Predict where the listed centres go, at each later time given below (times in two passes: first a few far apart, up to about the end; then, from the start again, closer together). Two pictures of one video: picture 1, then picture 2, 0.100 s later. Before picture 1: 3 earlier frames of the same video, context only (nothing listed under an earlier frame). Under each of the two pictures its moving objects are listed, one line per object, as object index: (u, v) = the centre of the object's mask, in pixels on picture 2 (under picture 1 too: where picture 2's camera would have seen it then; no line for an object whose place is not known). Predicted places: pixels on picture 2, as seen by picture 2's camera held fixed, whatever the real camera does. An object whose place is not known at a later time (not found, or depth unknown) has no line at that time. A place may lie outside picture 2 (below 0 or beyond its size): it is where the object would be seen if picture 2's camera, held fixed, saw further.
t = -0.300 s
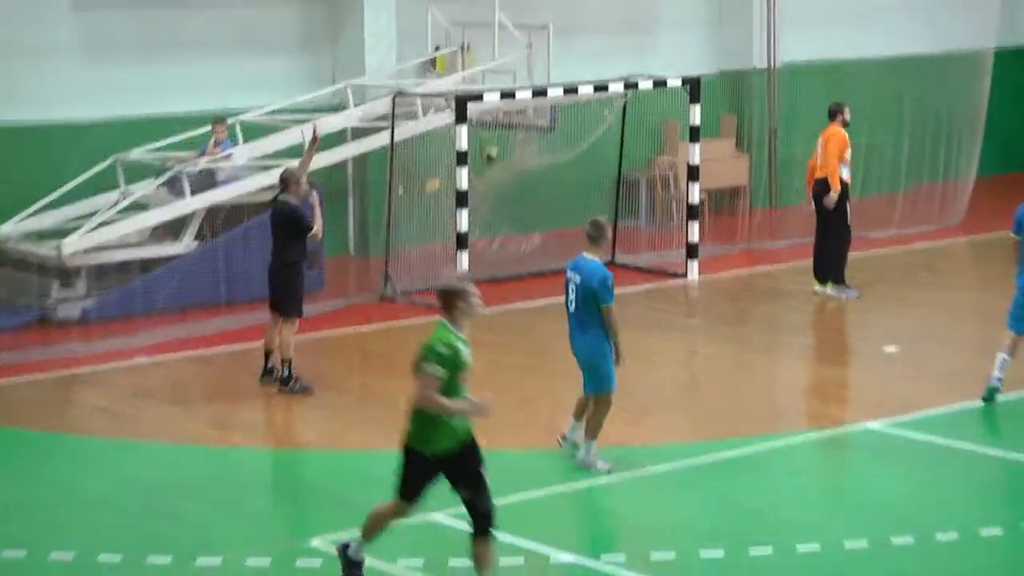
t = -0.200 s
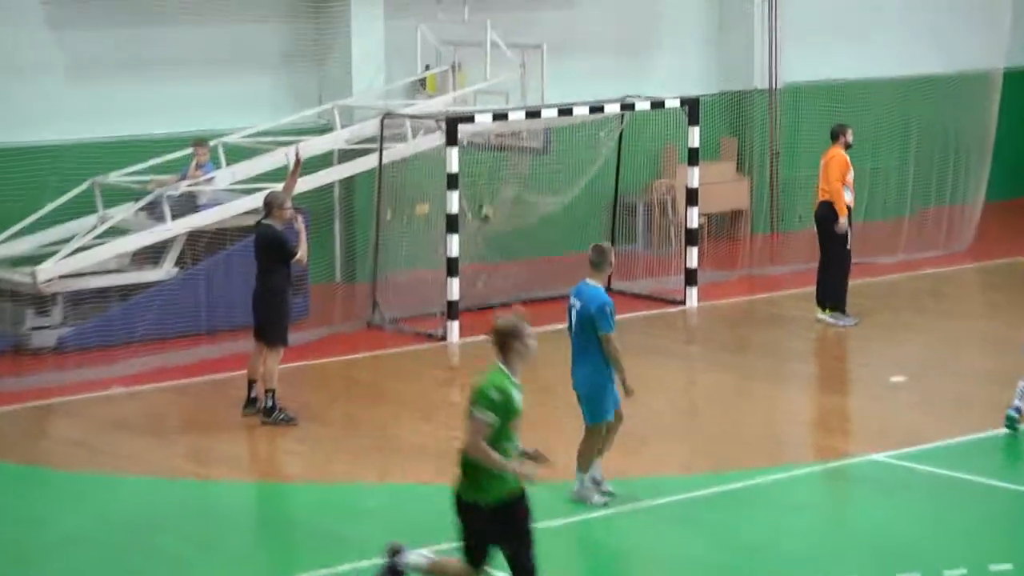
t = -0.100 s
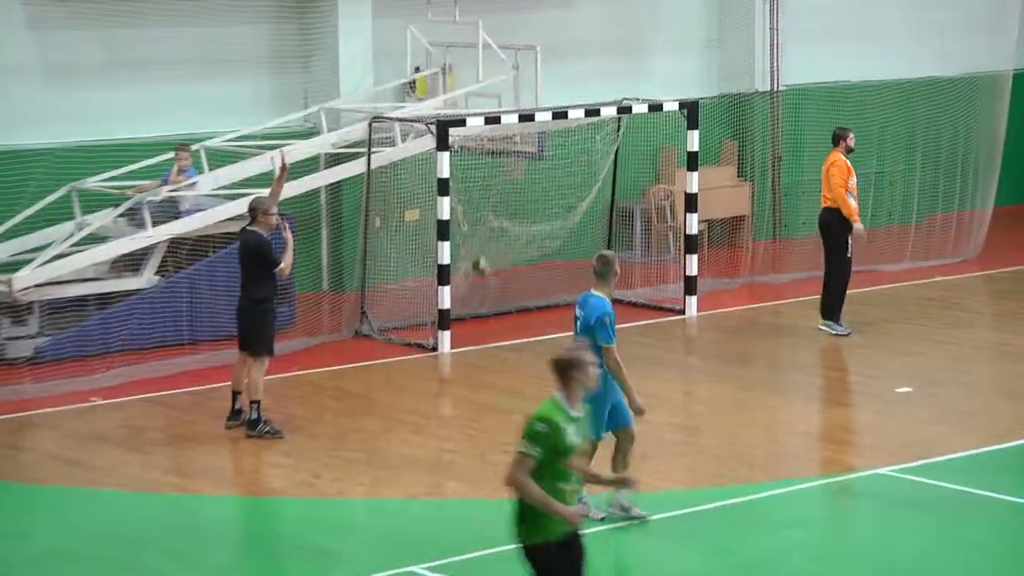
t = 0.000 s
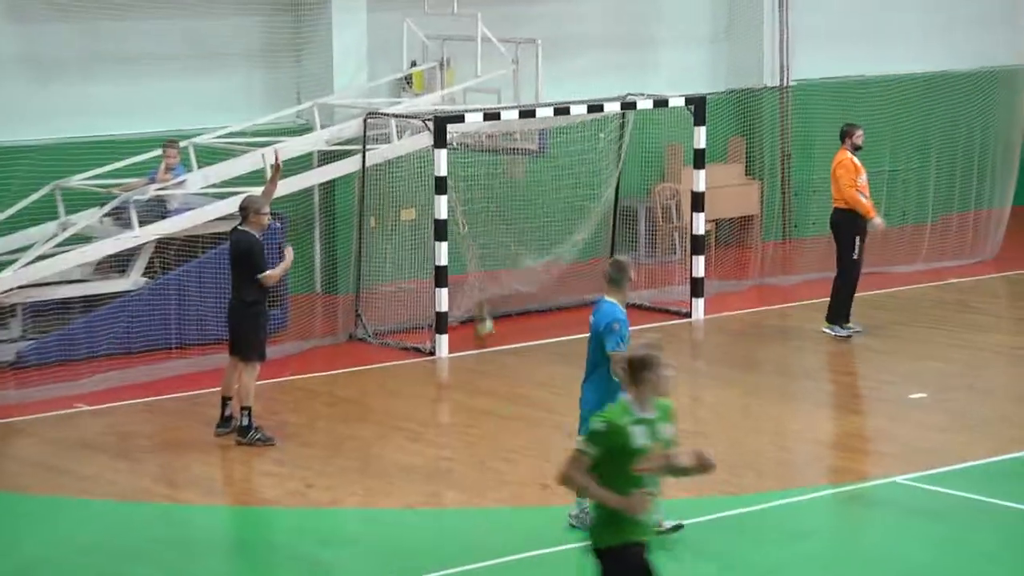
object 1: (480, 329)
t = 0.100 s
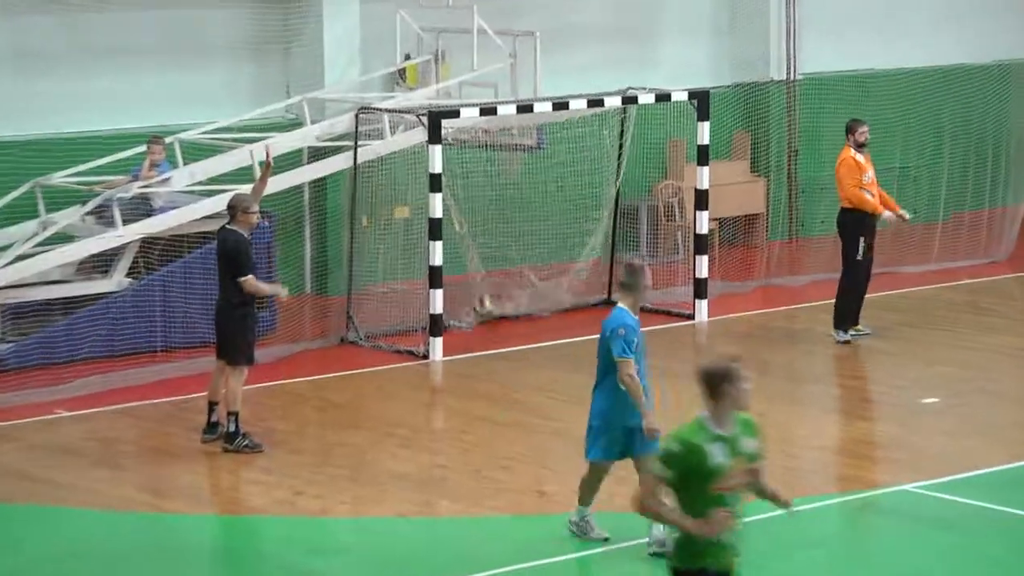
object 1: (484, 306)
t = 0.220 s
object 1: (487, 270)
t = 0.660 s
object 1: (502, 277)
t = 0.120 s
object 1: (483, 300)
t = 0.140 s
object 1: (483, 291)
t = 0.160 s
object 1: (484, 286)
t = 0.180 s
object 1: (485, 280)
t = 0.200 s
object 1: (485, 275)
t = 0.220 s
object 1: (487, 270)
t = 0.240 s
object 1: (487, 266)
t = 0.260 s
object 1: (488, 264)
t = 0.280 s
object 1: (489, 260)
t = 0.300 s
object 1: (489, 256)
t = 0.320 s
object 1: (490, 253)
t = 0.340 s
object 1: (491, 250)
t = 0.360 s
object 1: (491, 250)
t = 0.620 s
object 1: (499, 265)
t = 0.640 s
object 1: (500, 270)
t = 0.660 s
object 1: (502, 277)
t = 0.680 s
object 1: (503, 282)
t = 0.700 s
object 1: (504, 288)
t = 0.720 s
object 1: (505, 294)
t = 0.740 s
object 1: (506, 302)
